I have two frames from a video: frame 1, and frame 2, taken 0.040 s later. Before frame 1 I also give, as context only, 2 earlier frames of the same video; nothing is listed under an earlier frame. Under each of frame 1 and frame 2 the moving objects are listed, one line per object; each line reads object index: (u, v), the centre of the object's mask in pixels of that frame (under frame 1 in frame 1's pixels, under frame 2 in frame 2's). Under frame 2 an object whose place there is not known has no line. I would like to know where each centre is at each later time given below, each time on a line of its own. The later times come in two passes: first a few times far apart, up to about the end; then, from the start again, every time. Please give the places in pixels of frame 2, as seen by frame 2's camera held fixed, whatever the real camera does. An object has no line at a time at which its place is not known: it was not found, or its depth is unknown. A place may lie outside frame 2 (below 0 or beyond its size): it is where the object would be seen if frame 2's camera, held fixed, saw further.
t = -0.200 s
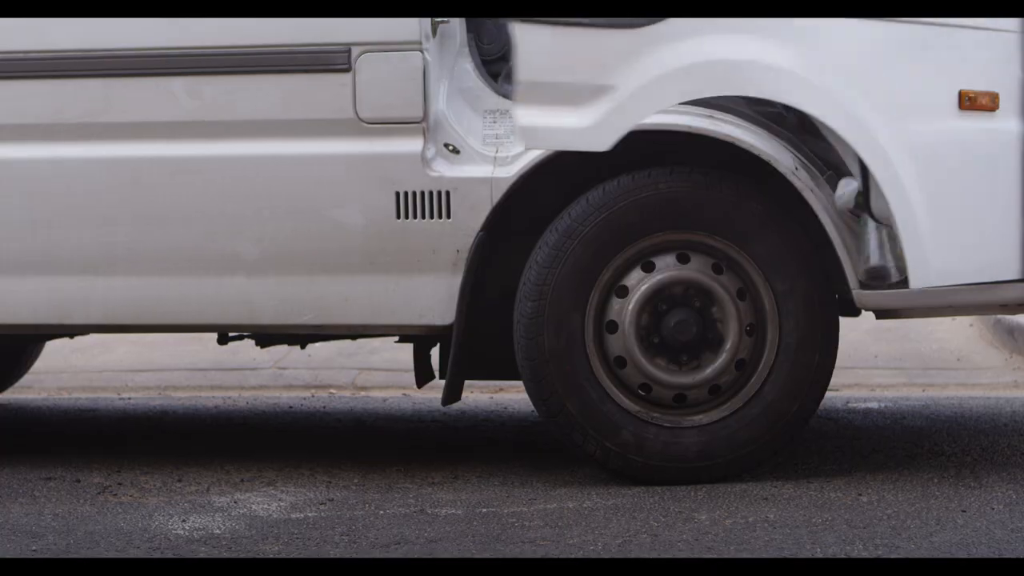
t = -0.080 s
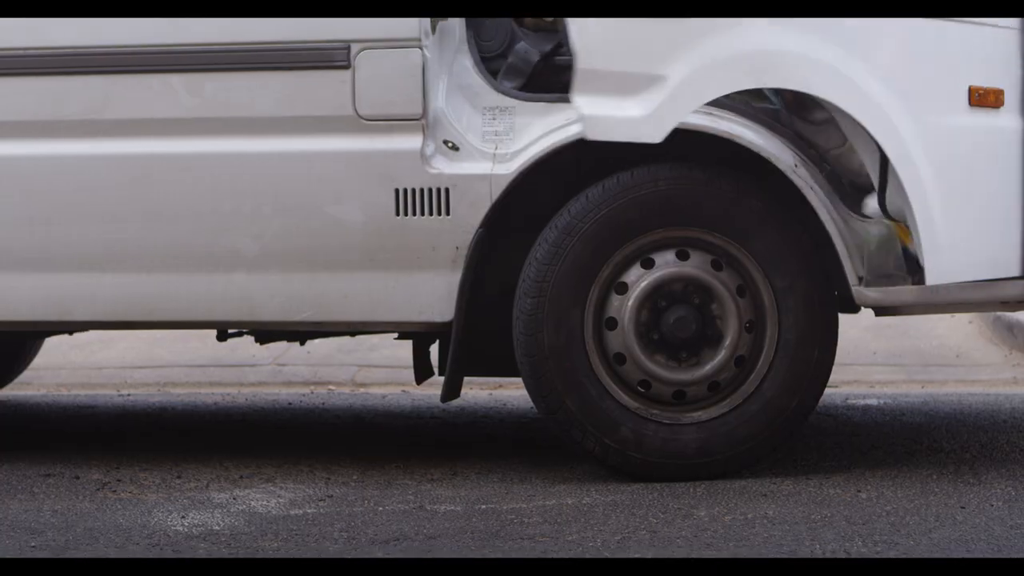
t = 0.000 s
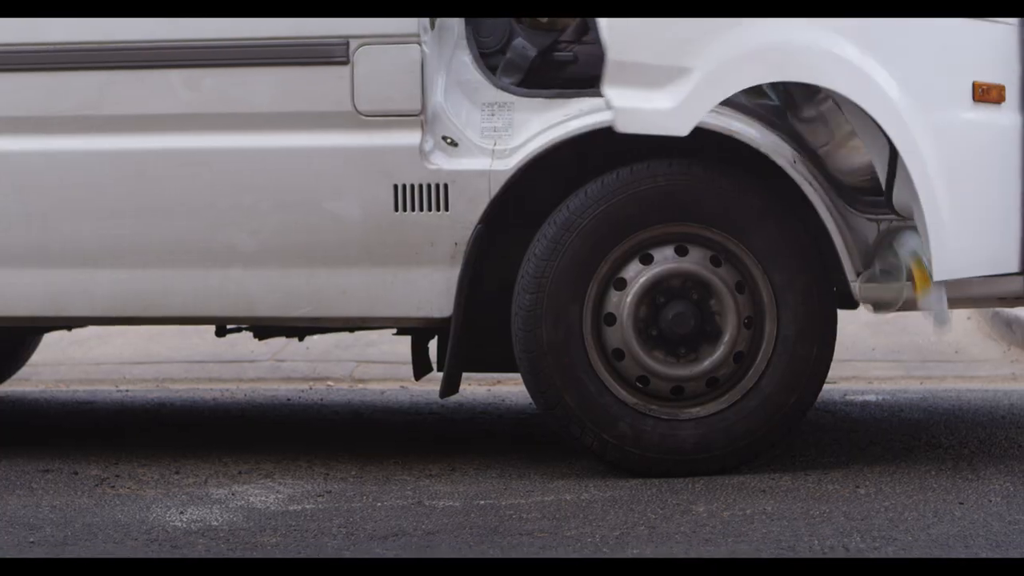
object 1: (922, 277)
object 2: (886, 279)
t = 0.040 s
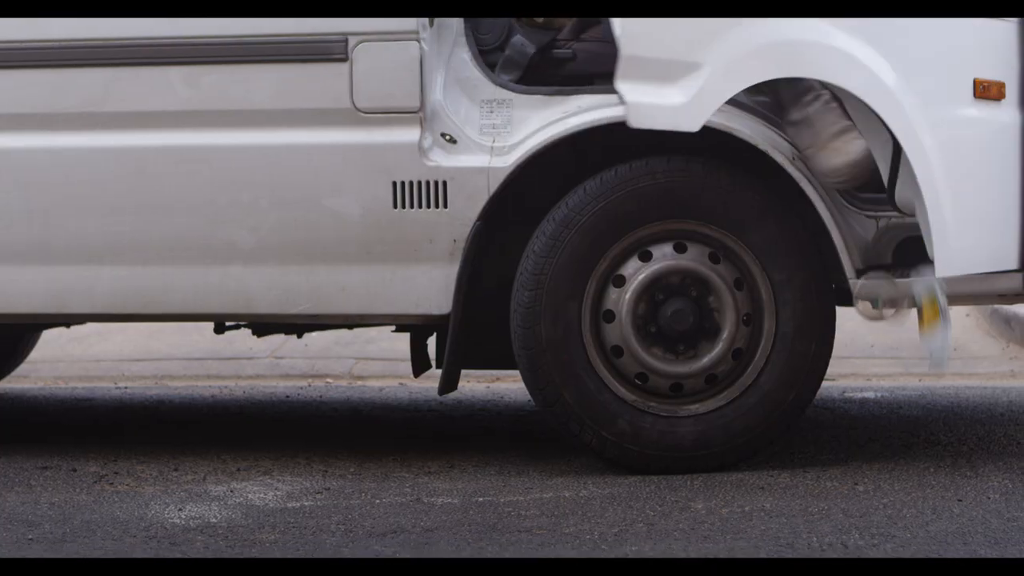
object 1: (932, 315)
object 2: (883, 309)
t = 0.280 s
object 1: (966, 430)
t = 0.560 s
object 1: (958, 467)
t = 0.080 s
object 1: (938, 375)
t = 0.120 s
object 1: (946, 427)
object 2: (881, 358)
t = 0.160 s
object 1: (954, 467)
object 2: (883, 411)
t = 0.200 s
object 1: (959, 449)
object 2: (879, 442)
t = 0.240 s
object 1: (962, 436)
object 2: (883, 422)
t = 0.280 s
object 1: (966, 430)
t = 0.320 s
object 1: (969, 429)
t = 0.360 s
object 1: (968, 436)
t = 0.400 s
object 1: (969, 458)
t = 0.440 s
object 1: (968, 469)
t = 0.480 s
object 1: (963, 465)
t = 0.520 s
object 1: (960, 460)
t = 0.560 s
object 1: (958, 467)
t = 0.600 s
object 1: (960, 473)
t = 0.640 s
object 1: (962, 471)
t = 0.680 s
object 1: (960, 470)
